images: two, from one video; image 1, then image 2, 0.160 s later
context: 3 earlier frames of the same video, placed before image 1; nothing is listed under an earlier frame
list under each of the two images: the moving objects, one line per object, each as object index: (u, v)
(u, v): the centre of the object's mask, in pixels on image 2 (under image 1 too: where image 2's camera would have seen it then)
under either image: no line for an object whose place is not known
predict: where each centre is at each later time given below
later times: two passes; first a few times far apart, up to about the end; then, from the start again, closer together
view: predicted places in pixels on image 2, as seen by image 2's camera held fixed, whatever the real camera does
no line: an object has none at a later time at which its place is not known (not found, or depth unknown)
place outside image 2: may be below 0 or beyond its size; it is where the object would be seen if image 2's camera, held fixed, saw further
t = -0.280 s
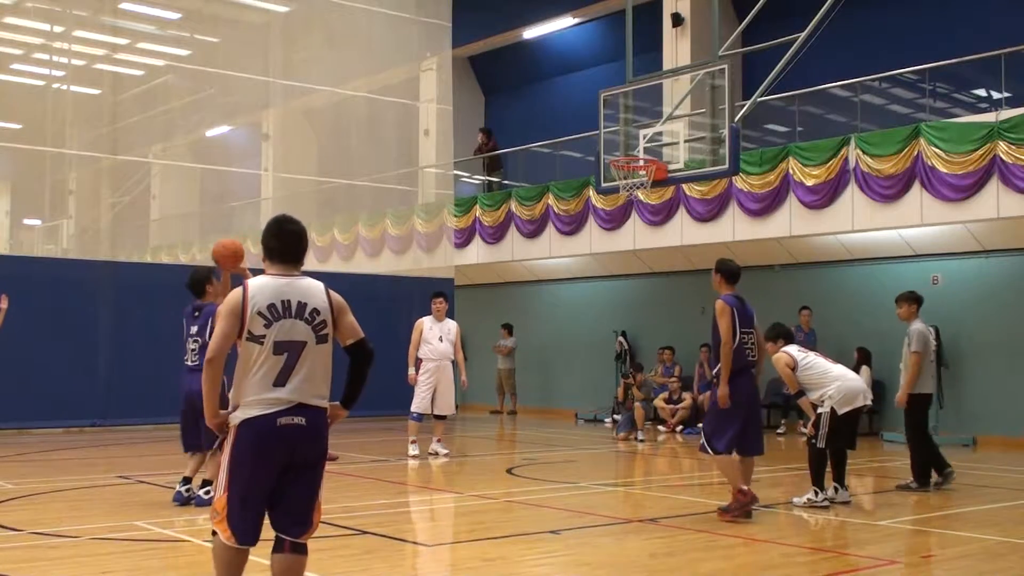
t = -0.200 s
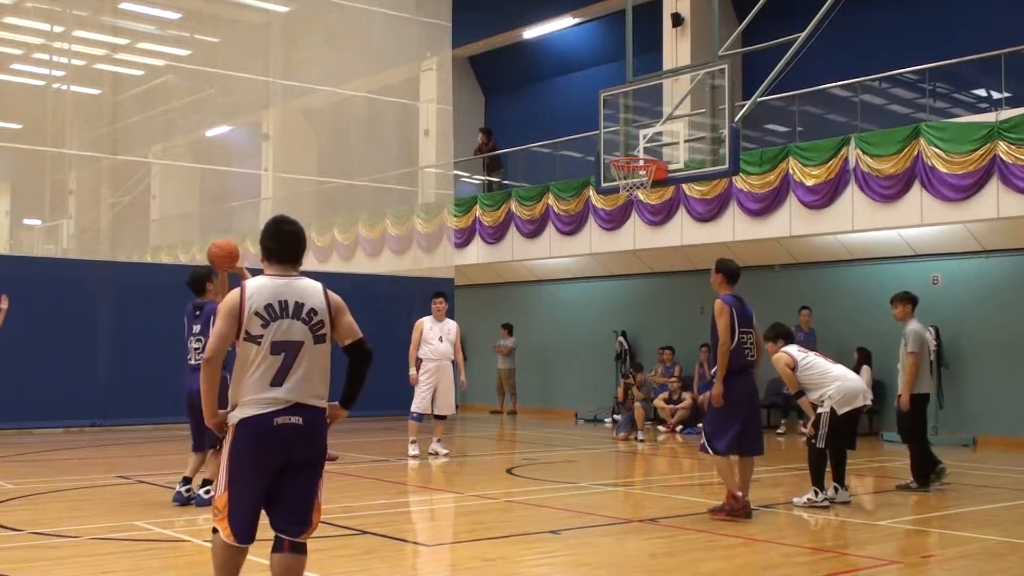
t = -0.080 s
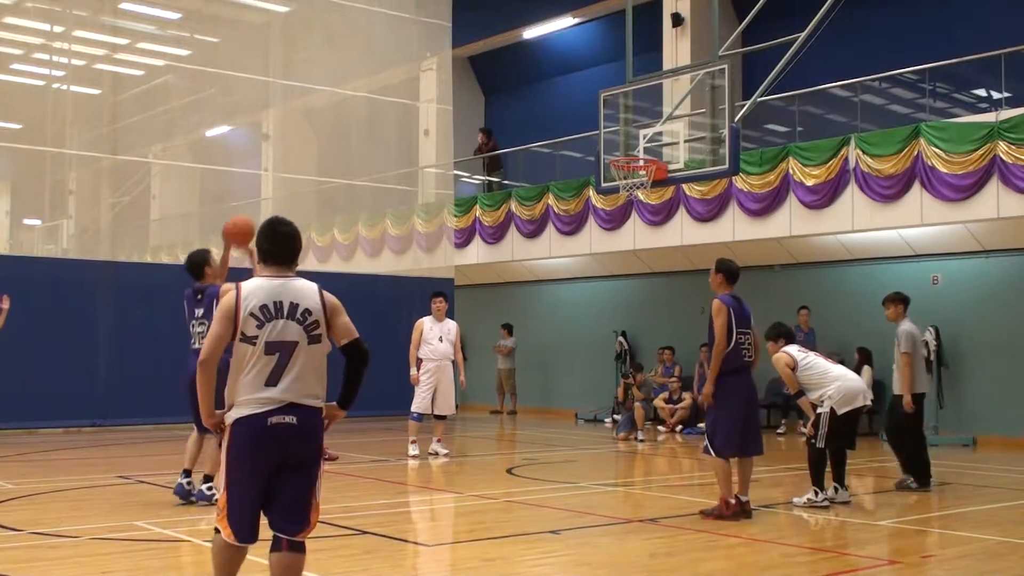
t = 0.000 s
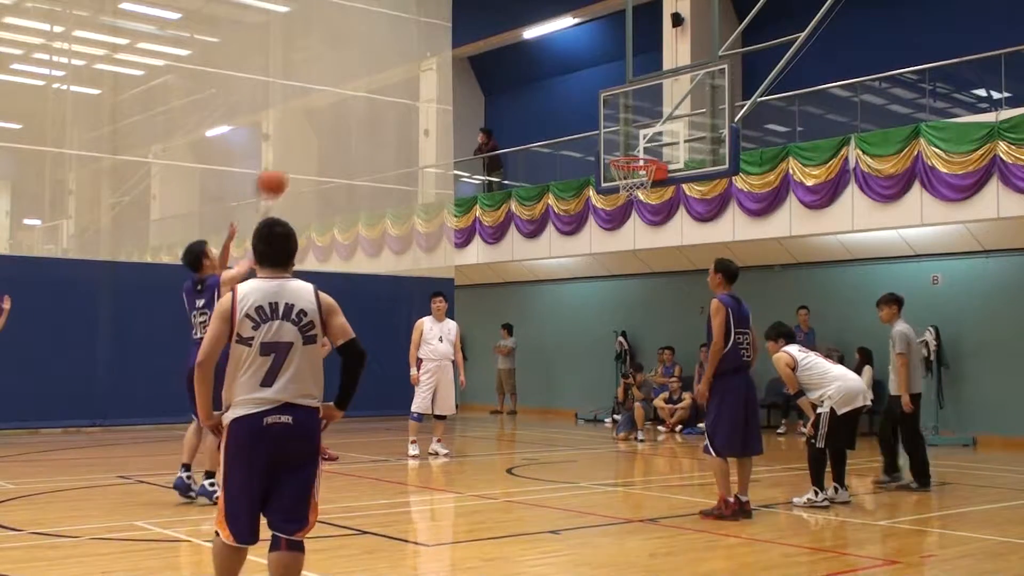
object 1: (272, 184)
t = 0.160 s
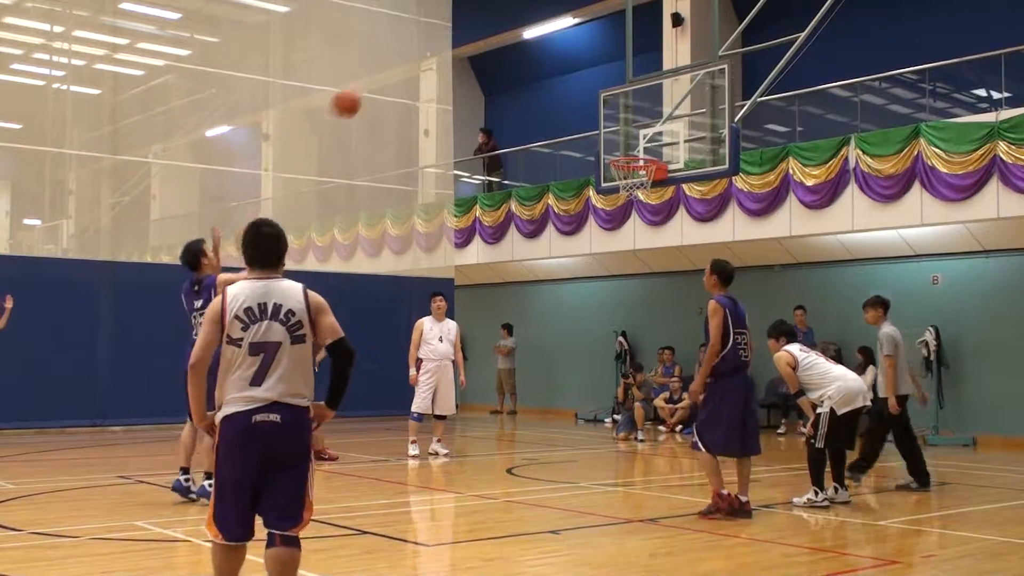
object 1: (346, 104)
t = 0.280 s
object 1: (398, 66)
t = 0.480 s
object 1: (474, 41)
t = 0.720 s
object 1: (558, 69)
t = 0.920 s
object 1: (621, 132)
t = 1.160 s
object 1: (634, 191)
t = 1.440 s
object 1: (639, 298)
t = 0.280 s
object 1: (398, 66)
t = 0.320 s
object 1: (414, 58)
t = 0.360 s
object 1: (429, 52)
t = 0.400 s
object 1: (446, 47)
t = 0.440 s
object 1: (461, 44)
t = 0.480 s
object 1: (474, 41)
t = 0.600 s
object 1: (517, 49)
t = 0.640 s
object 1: (531, 54)
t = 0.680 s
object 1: (544, 61)
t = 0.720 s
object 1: (558, 69)
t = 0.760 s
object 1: (570, 78)
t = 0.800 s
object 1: (583, 89)
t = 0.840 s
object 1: (595, 102)
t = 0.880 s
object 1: (607, 115)
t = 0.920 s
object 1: (621, 132)
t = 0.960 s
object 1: (631, 147)
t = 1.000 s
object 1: (640, 158)
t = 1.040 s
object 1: (633, 165)
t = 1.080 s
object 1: (631, 168)
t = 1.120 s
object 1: (631, 180)
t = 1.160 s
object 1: (634, 191)
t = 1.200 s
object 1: (633, 201)
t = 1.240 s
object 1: (634, 213)
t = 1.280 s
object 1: (635, 229)
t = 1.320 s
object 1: (636, 245)
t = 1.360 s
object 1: (637, 262)
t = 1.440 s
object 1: (639, 298)
